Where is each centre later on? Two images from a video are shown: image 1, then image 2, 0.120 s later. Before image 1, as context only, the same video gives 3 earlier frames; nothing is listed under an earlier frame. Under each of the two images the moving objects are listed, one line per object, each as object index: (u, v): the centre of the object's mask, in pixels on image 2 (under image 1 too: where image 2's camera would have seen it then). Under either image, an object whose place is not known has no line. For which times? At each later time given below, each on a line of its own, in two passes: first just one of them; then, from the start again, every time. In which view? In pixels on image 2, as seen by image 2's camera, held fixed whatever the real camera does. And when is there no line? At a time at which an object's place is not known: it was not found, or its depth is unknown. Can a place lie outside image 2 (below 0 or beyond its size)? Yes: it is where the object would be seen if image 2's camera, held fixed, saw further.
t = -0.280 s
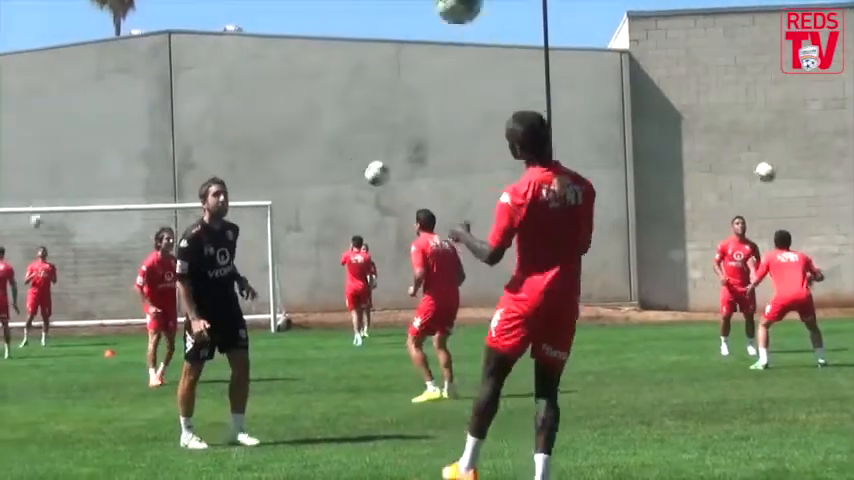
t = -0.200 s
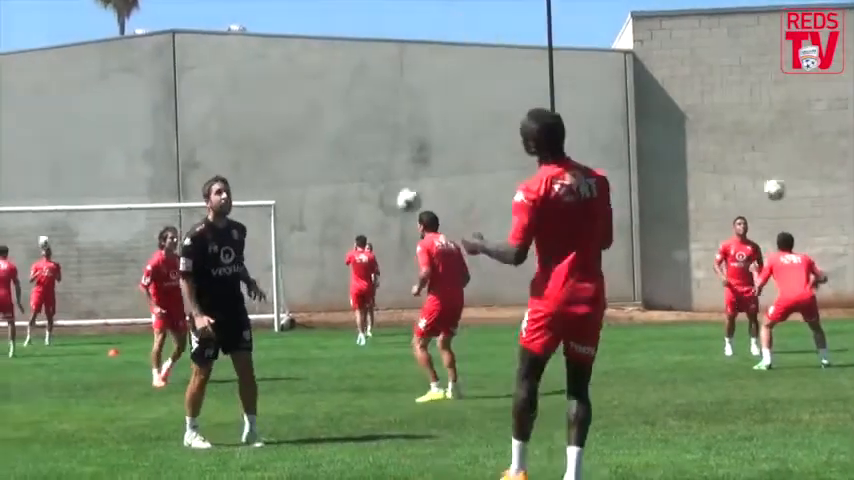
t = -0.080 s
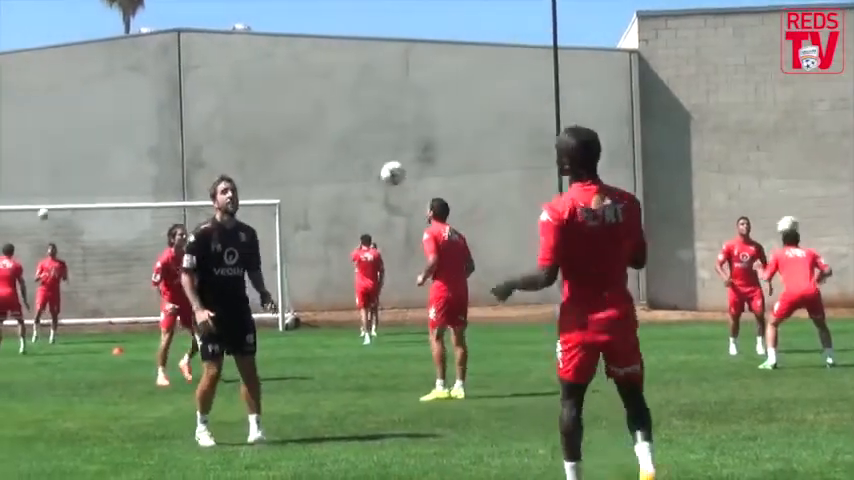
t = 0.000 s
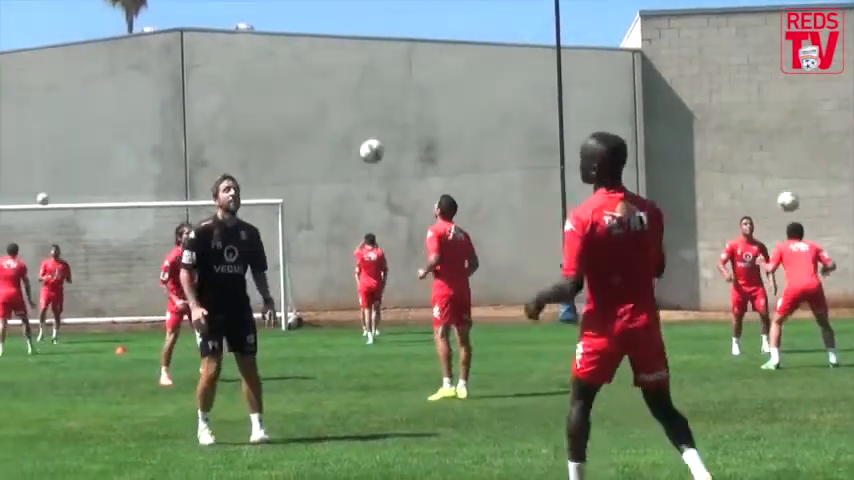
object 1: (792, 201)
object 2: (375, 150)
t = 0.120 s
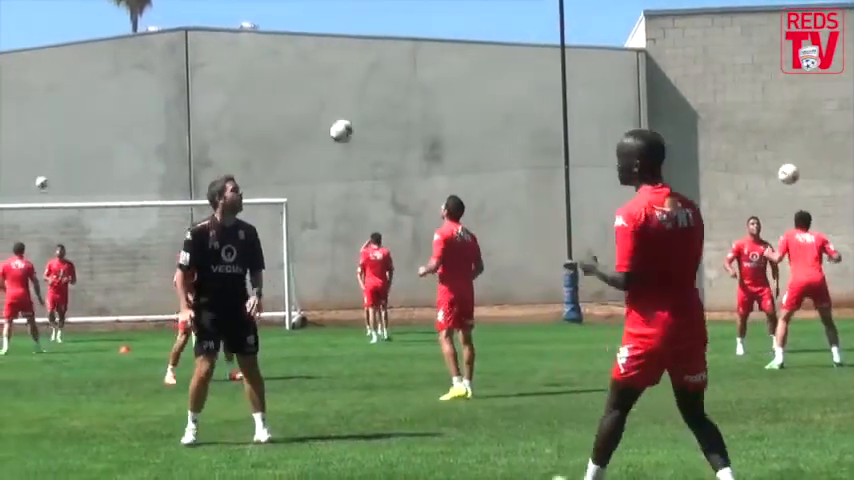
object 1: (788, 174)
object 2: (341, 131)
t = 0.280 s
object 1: (784, 158)
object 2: (300, 129)
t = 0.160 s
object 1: (787, 168)
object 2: (331, 128)
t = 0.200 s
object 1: (786, 163)
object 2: (320, 127)
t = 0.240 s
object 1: (785, 160)
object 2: (309, 127)
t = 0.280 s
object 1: (784, 158)
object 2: (300, 129)
